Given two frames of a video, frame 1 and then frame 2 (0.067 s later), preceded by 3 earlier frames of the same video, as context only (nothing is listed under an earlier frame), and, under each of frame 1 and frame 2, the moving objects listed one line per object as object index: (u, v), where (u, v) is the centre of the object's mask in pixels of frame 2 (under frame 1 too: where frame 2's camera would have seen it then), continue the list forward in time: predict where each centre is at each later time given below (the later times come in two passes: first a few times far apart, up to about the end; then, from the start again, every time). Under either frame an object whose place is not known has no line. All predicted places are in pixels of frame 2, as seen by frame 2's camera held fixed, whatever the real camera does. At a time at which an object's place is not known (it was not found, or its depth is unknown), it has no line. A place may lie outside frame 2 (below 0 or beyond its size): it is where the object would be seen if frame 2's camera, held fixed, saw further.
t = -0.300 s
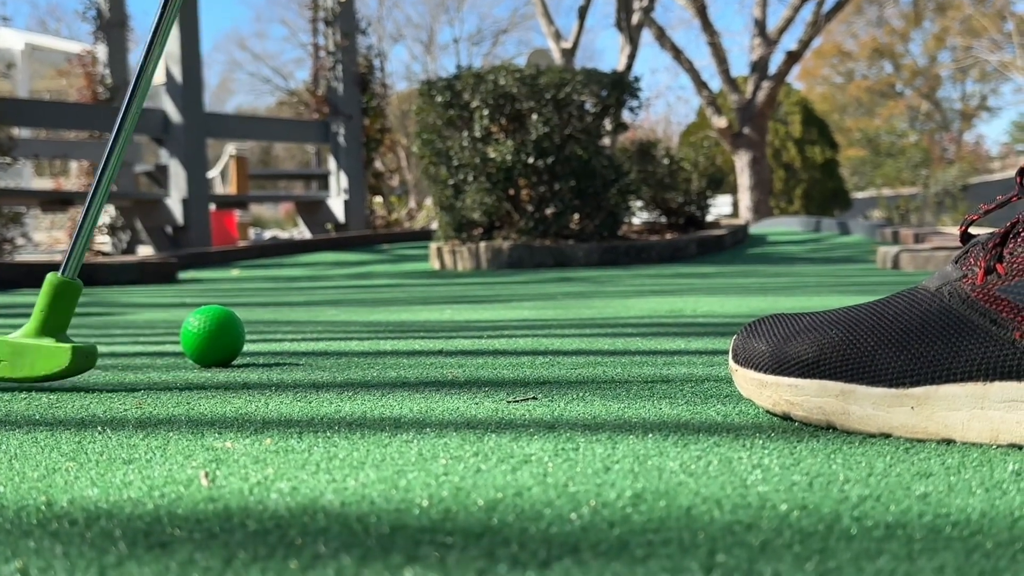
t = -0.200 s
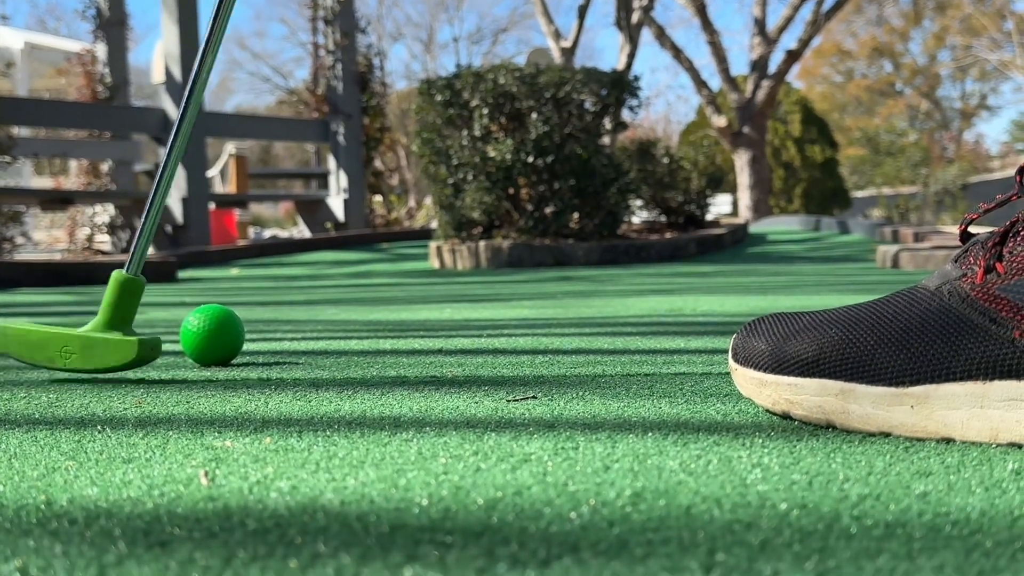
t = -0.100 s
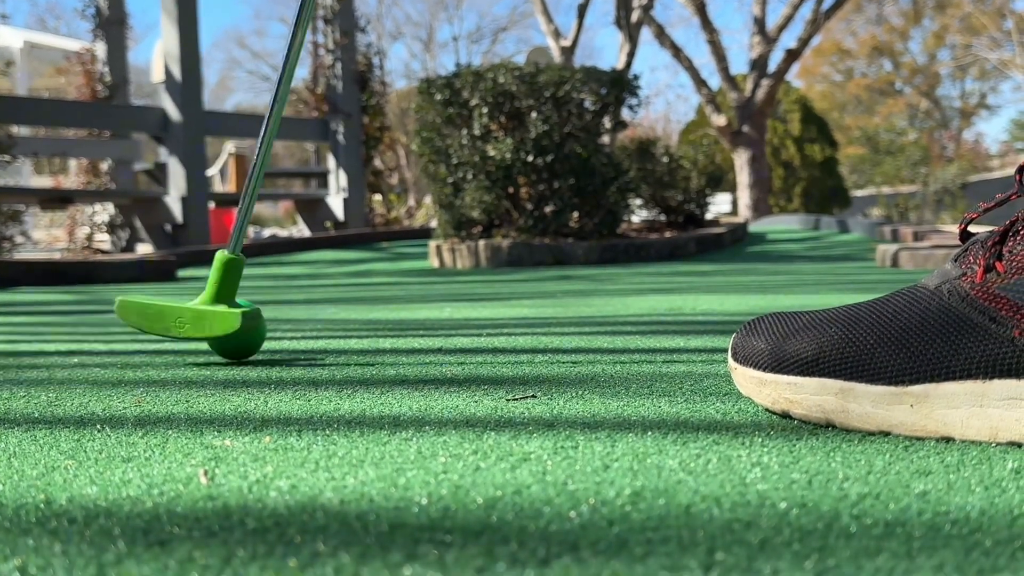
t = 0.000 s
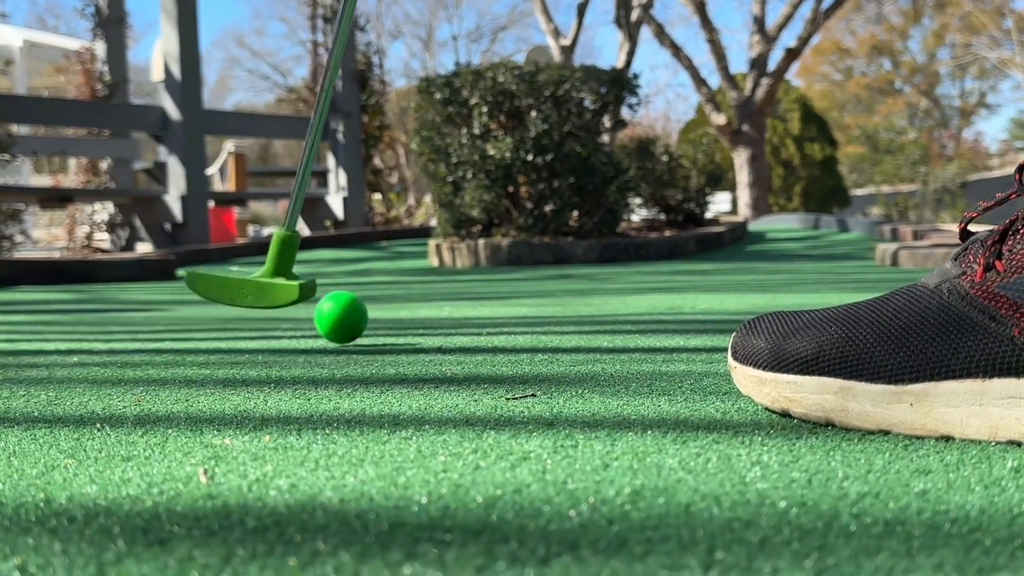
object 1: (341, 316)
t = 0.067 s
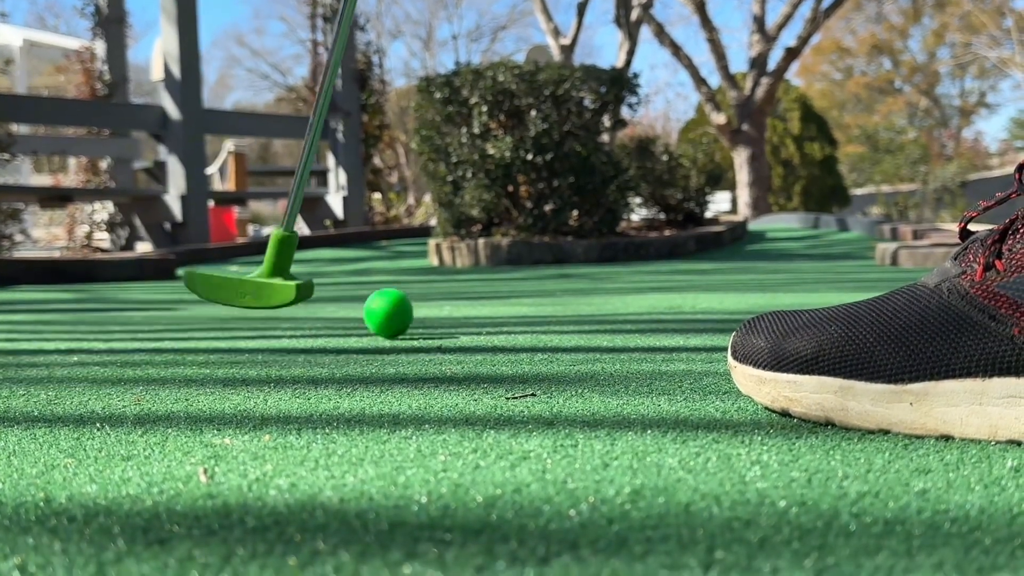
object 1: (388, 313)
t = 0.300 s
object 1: (509, 304)
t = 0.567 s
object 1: (604, 294)
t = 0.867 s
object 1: (681, 286)
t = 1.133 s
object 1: (736, 279)
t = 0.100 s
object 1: (409, 312)
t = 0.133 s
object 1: (429, 311)
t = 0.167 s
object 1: (447, 310)
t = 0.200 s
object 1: (463, 306)
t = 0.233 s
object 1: (479, 306)
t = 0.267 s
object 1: (495, 306)
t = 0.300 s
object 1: (509, 304)
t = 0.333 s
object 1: (523, 303)
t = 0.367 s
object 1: (536, 301)
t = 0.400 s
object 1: (548, 300)
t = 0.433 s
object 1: (560, 297)
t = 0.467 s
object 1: (572, 299)
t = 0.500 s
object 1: (583, 297)
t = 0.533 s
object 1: (593, 296)
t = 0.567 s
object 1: (604, 294)
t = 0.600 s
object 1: (614, 294)
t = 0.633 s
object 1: (623, 293)
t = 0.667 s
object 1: (631, 292)
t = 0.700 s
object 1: (640, 292)
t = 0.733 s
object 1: (648, 291)
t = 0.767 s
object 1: (657, 290)
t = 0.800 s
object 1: (666, 288)
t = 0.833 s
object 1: (673, 287)
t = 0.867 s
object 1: (681, 286)
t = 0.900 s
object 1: (688, 284)
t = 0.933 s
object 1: (696, 283)
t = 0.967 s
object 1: (703, 282)
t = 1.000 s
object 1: (710, 282)
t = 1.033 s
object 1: (717, 281)
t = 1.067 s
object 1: (724, 279)
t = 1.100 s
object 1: (730, 279)
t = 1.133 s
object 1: (736, 279)
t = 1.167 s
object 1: (742, 279)
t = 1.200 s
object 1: (748, 278)
